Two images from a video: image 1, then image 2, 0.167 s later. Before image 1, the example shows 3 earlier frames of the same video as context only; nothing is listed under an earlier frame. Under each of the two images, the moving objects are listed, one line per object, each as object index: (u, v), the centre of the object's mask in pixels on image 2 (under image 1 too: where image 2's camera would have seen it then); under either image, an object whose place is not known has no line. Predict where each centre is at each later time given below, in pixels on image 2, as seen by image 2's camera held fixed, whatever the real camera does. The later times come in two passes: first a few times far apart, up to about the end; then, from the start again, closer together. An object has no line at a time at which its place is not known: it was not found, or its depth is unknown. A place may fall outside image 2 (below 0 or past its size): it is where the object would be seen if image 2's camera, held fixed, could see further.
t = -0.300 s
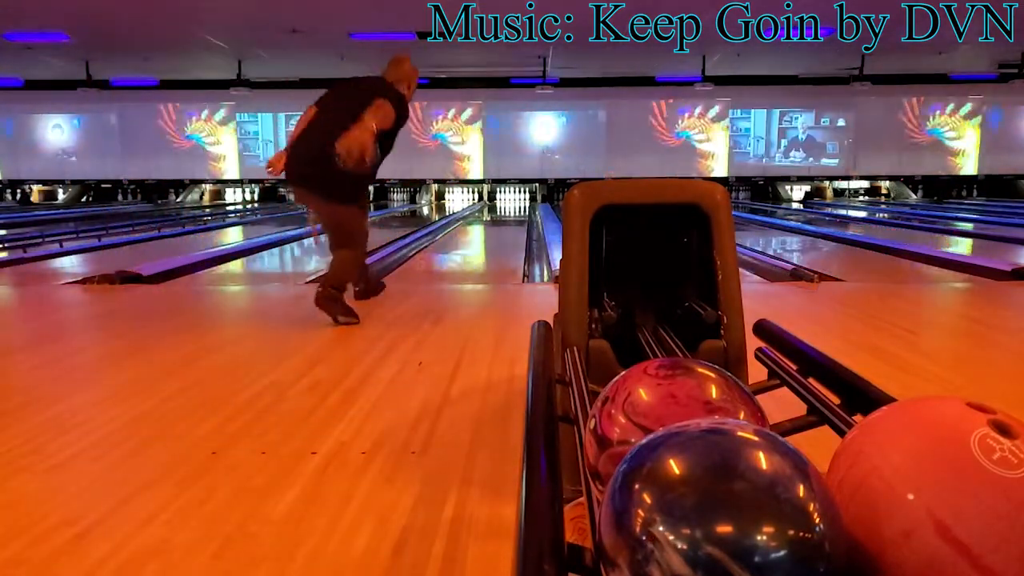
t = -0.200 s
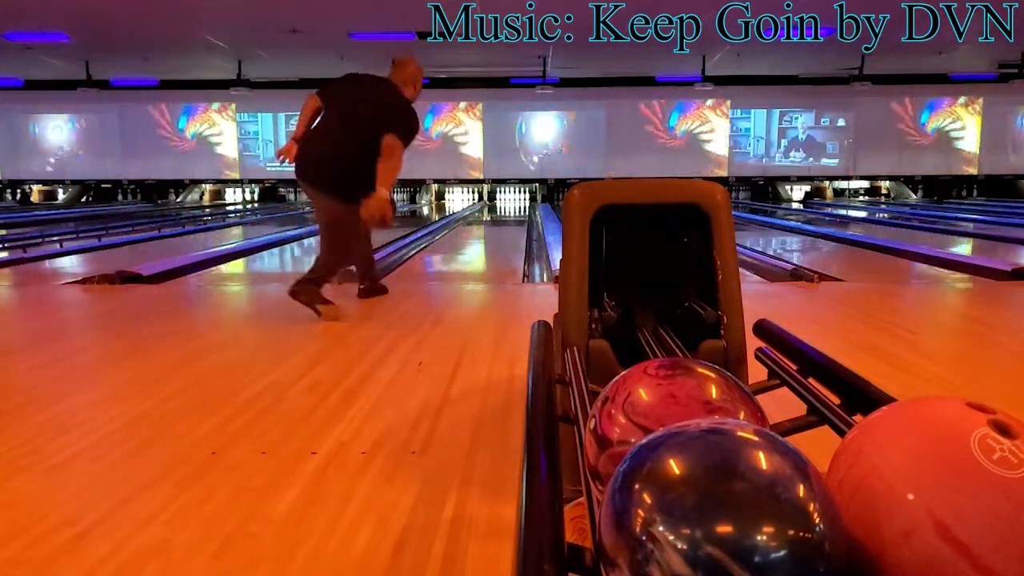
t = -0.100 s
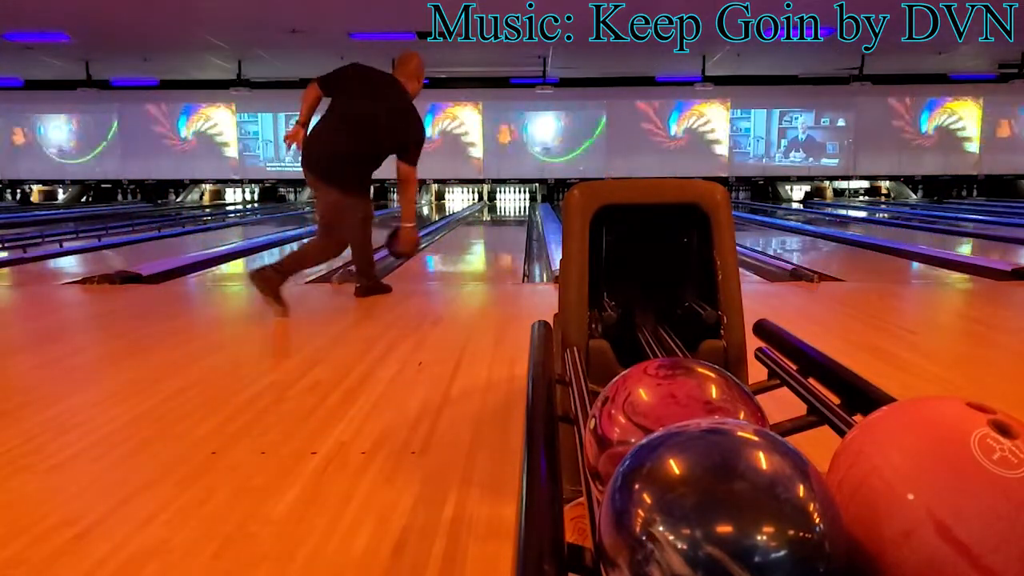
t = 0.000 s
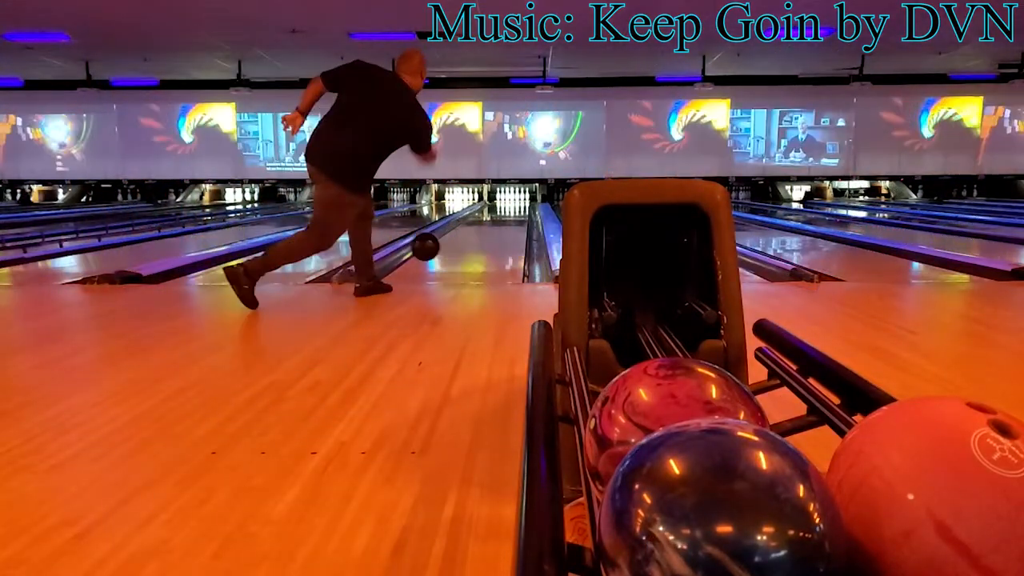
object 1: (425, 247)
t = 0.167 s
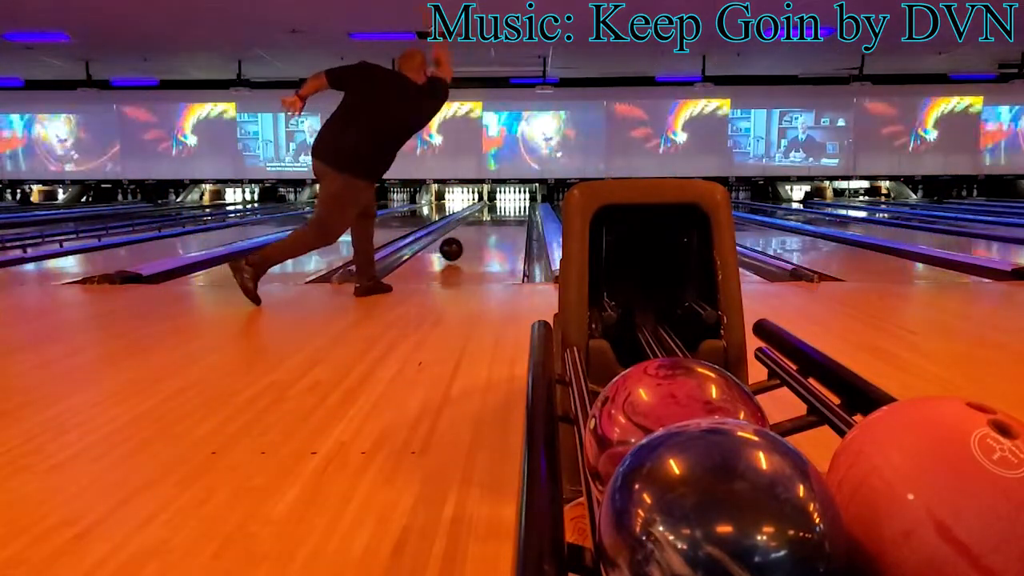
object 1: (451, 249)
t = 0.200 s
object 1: (455, 247)
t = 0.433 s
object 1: (475, 233)
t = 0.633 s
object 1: (487, 225)
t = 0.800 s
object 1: (494, 220)
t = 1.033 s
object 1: (500, 214)
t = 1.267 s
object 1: (505, 210)
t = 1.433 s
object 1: (508, 208)
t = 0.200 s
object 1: (455, 247)
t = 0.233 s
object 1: (458, 245)
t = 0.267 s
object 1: (462, 243)
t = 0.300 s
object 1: (465, 241)
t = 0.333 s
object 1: (468, 238)
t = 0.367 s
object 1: (470, 237)
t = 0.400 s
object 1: (473, 235)
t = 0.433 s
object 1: (475, 233)
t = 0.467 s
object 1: (478, 232)
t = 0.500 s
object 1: (479, 230)
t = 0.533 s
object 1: (481, 228)
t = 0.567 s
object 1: (484, 227)
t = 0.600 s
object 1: (485, 226)
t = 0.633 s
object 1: (487, 225)
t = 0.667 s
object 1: (488, 224)
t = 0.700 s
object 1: (490, 223)
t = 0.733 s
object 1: (491, 222)
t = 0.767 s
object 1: (493, 221)
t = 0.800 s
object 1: (494, 220)
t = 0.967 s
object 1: (499, 216)
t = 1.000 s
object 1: (500, 215)
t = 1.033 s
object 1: (500, 214)
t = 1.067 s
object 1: (501, 214)
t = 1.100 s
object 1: (502, 213)
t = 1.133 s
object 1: (503, 213)
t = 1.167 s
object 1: (504, 212)
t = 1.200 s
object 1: (504, 212)
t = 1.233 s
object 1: (505, 211)
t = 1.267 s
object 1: (505, 210)
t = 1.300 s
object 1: (506, 210)
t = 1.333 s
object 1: (507, 209)
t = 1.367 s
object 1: (507, 209)
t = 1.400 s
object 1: (507, 208)
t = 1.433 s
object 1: (508, 208)
